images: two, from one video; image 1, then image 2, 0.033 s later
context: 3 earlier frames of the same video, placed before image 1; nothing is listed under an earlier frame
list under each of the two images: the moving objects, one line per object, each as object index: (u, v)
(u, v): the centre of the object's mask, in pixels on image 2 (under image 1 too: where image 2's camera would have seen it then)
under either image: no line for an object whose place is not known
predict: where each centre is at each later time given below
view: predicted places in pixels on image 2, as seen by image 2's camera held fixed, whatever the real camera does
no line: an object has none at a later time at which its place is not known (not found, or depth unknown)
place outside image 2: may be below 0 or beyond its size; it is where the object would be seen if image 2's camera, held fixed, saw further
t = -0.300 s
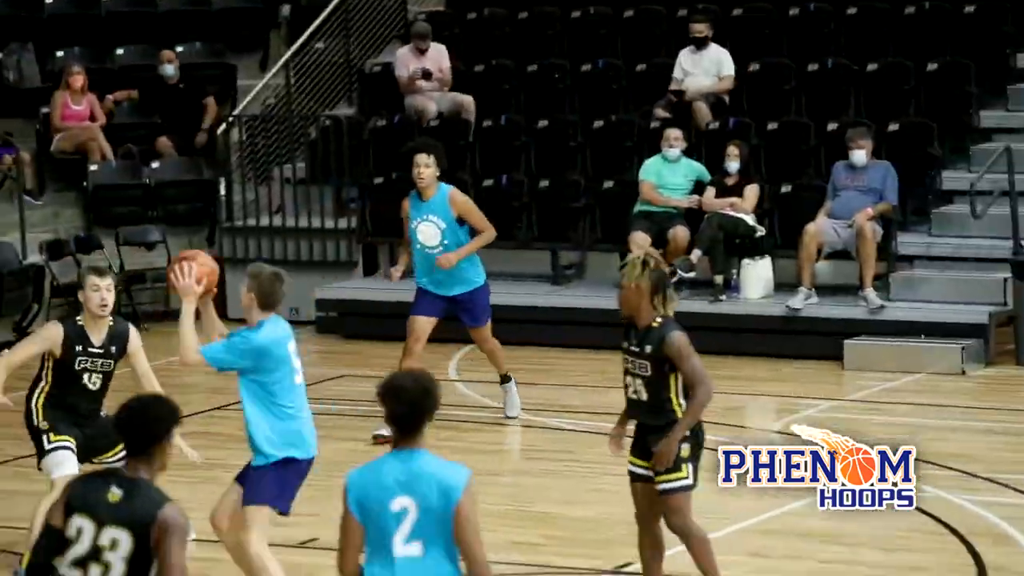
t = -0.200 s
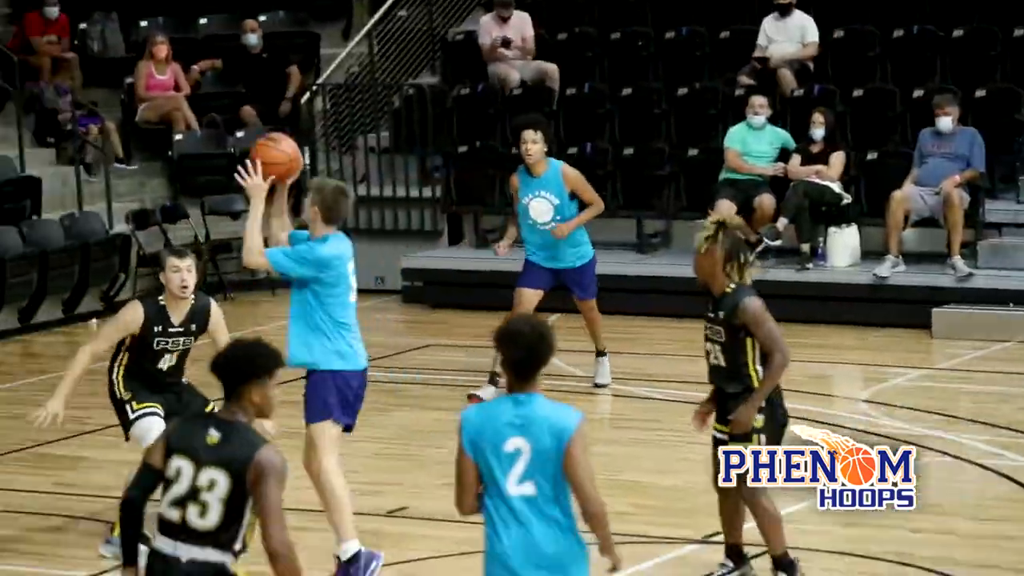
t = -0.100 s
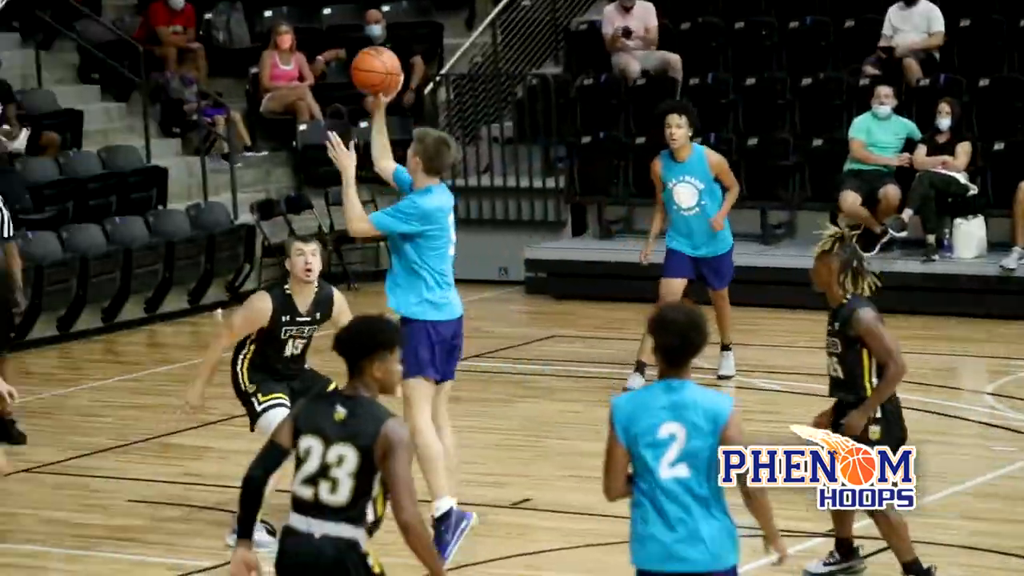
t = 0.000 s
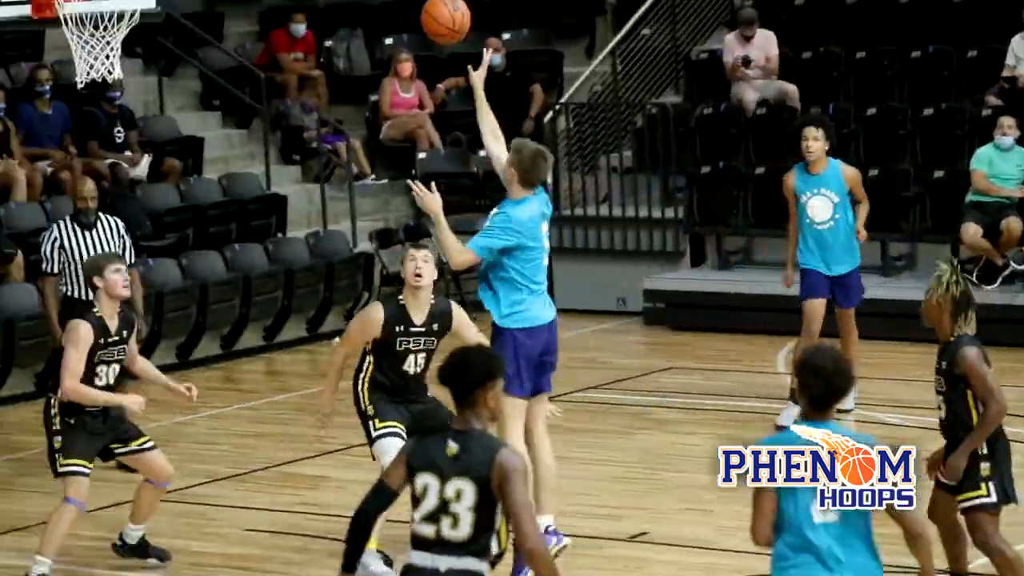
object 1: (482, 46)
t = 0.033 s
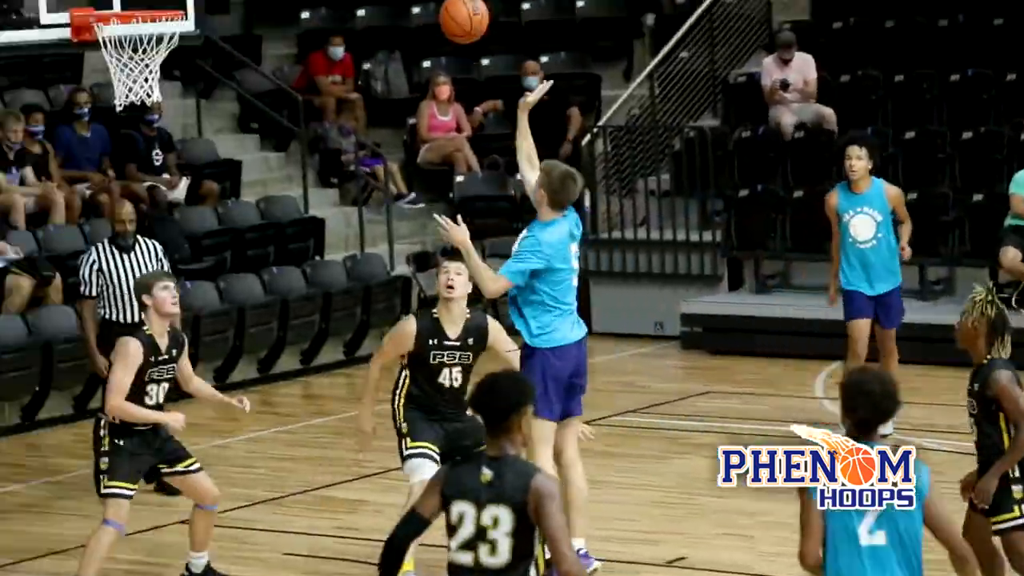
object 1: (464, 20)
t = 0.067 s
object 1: (445, -4)
